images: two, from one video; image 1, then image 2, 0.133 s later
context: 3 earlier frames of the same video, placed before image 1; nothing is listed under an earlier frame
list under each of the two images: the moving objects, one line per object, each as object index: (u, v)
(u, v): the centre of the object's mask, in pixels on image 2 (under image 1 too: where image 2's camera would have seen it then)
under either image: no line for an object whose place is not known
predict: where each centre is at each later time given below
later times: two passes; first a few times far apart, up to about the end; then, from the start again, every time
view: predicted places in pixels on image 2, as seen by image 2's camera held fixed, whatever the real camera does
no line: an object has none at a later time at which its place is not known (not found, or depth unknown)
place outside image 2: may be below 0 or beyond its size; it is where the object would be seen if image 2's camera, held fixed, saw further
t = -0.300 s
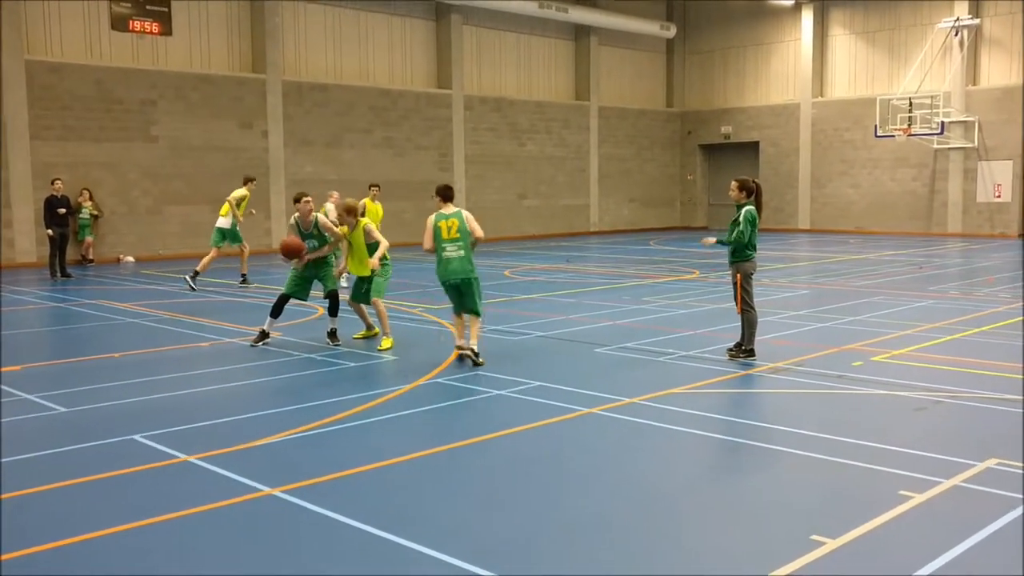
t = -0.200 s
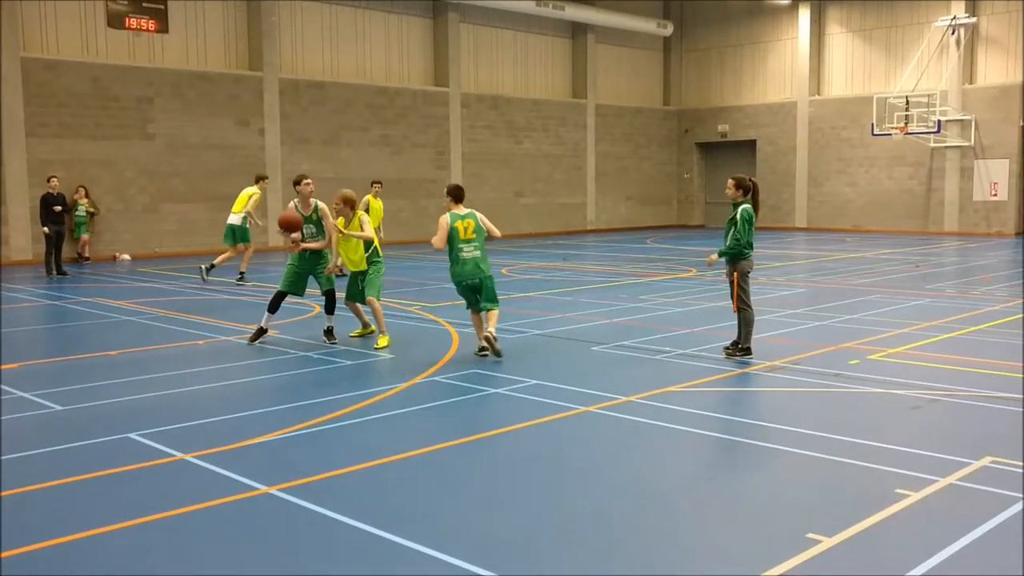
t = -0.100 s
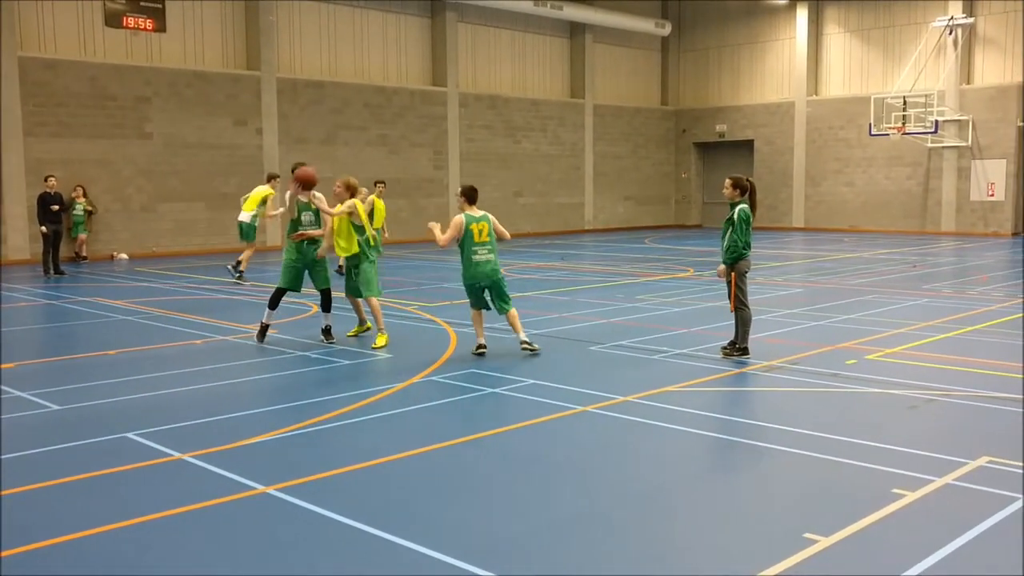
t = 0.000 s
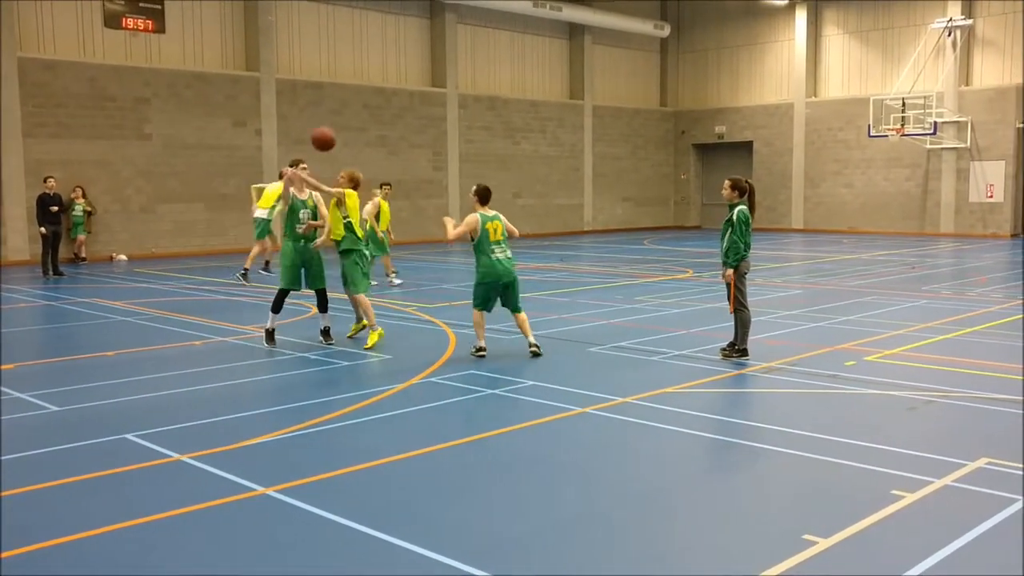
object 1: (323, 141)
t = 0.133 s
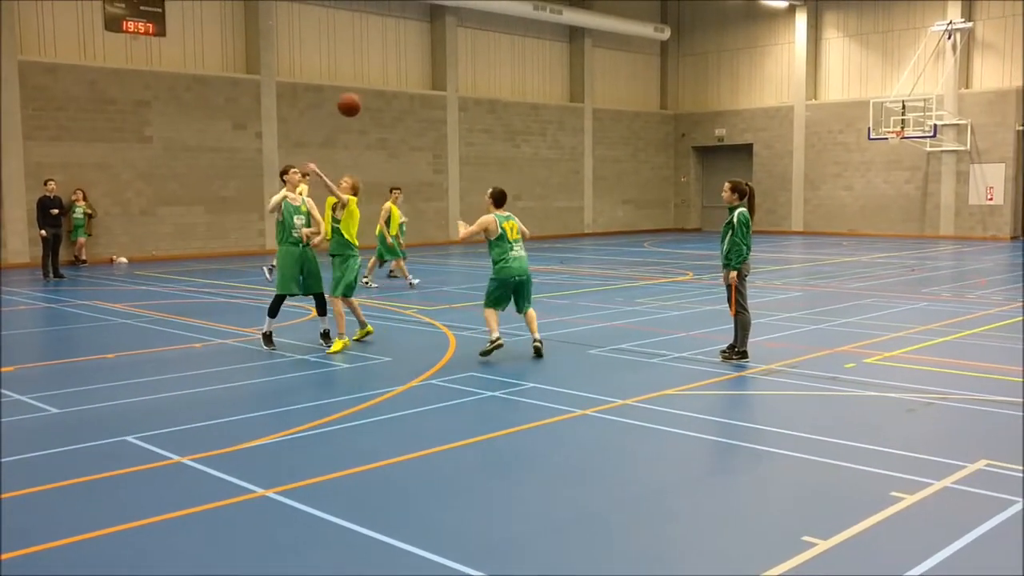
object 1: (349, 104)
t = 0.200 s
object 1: (361, 94)
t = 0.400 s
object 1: (399, 84)
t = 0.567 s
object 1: (430, 105)
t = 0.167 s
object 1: (355, 98)
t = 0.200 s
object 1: (361, 94)
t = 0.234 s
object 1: (368, 88)
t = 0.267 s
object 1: (373, 87)
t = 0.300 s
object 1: (380, 84)
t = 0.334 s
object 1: (386, 83)
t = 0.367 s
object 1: (393, 82)
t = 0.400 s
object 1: (399, 84)
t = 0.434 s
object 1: (405, 87)
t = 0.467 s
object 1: (411, 90)
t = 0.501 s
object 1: (417, 94)
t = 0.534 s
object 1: (424, 99)
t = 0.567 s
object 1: (430, 105)
